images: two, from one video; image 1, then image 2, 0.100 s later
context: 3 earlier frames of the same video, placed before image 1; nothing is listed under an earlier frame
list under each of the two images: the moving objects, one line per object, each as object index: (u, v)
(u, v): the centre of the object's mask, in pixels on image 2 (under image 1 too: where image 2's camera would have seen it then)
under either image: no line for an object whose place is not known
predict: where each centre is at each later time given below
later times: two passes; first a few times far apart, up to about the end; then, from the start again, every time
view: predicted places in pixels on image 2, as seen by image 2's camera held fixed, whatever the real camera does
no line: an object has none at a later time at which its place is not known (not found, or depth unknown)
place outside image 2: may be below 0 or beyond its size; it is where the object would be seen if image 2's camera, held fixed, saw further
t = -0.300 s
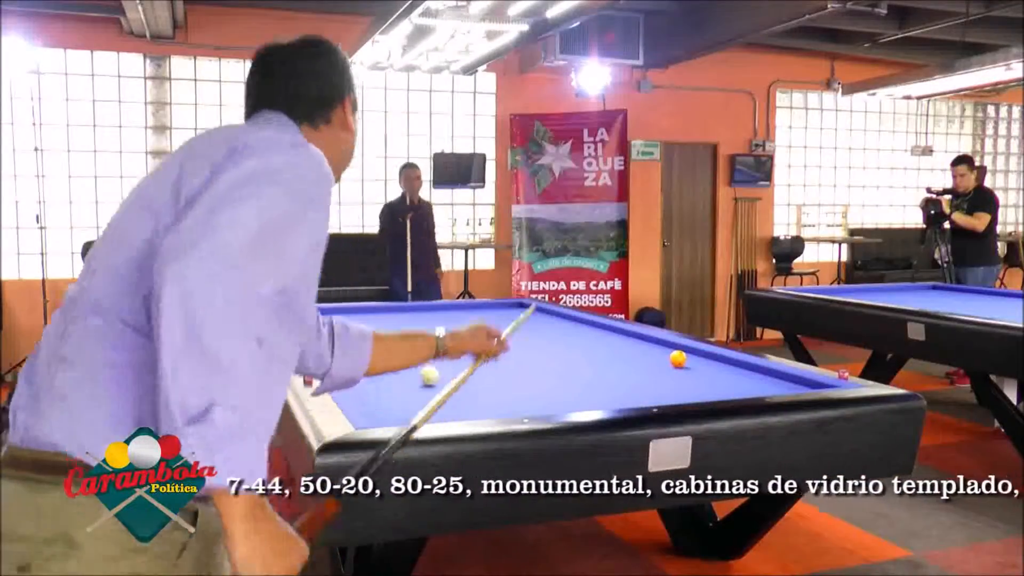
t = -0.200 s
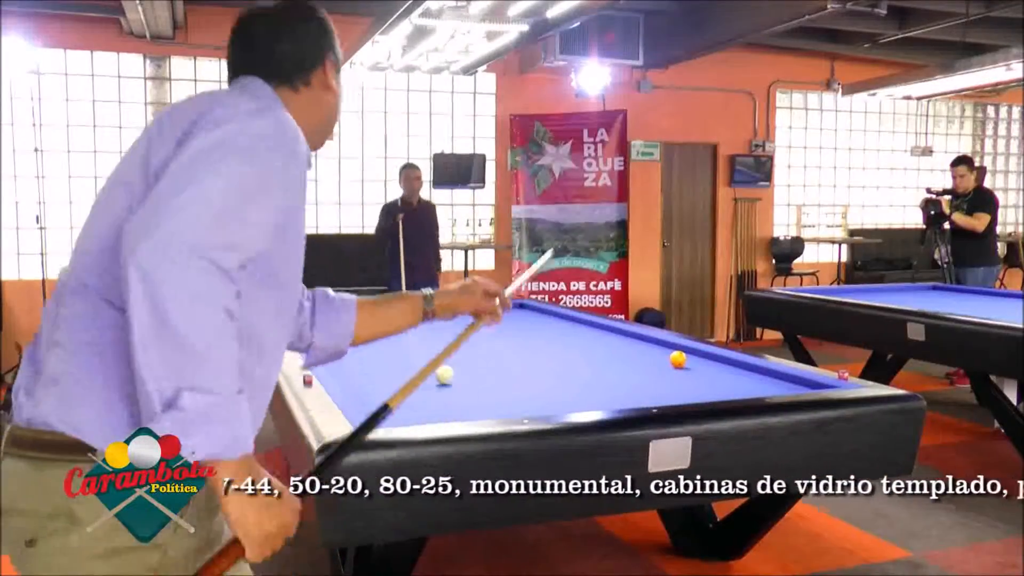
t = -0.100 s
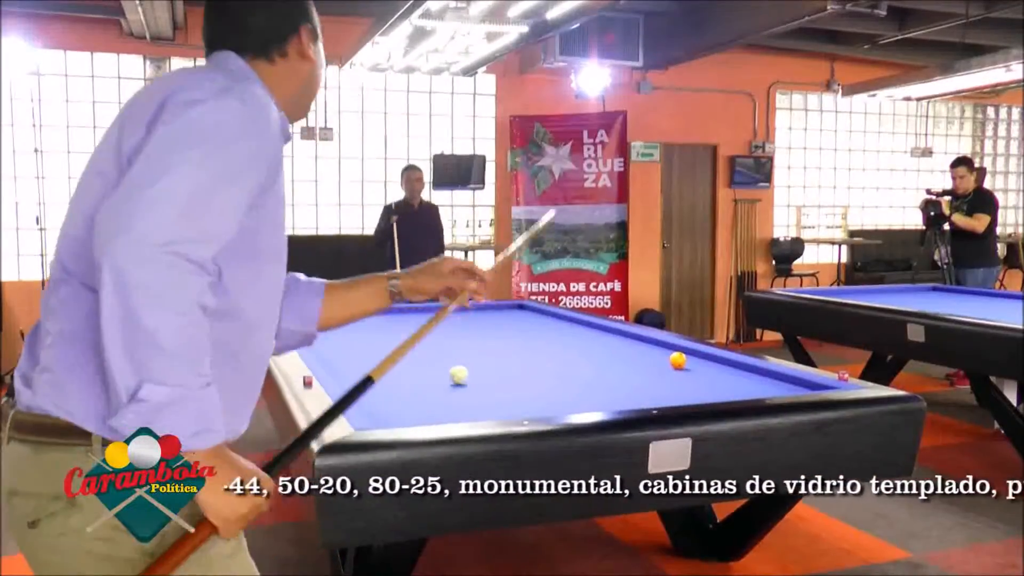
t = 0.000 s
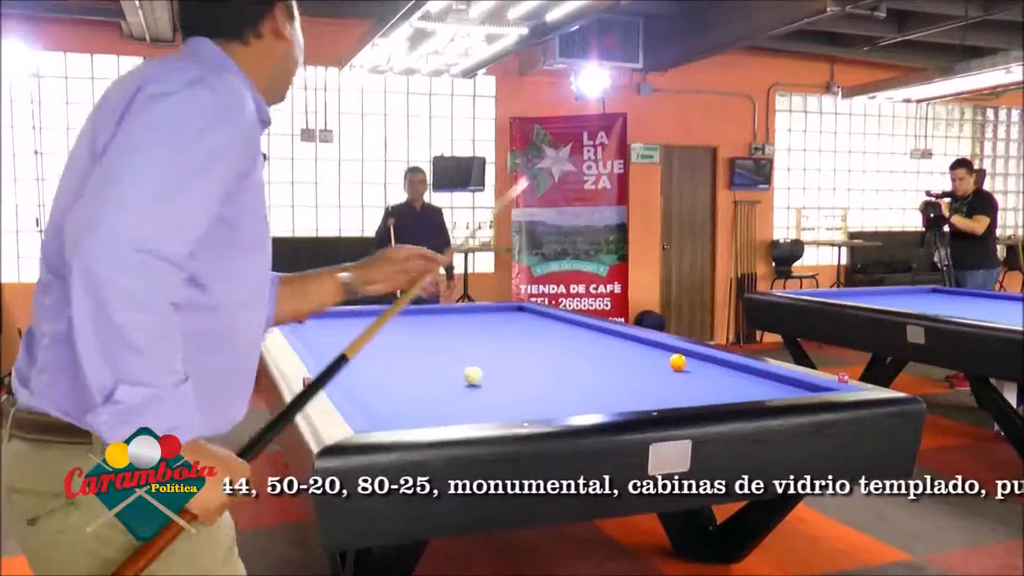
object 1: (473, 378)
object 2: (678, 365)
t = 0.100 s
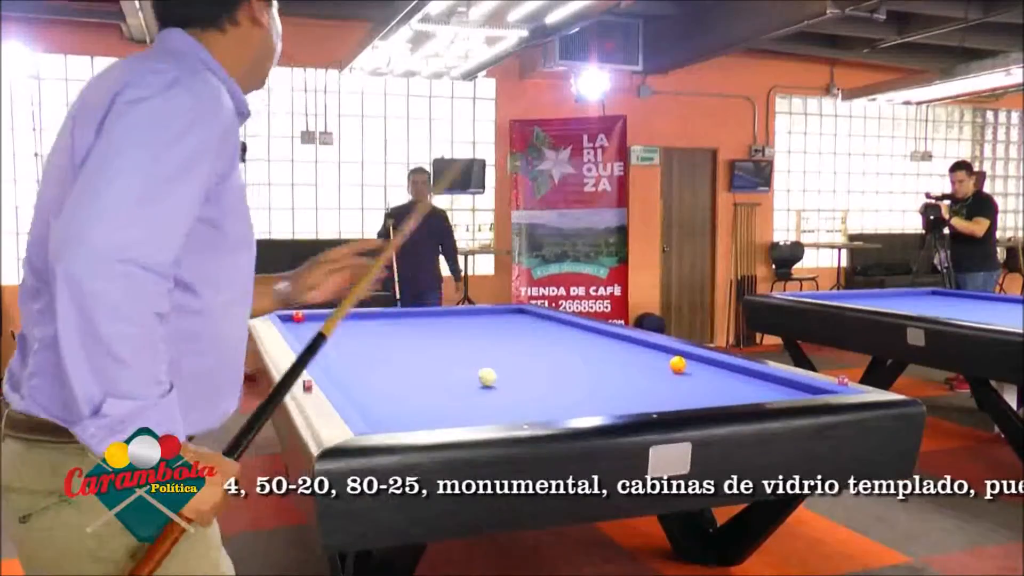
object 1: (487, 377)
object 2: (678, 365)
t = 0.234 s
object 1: (506, 375)
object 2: (678, 364)
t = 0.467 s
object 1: (536, 373)
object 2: (678, 364)
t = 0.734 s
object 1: (570, 371)
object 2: (678, 365)
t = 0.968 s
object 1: (597, 369)
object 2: (678, 365)
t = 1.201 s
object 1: (622, 367)
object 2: (678, 365)
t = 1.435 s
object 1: (646, 365)
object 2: (677, 364)
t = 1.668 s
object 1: (662, 363)
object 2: (683, 365)
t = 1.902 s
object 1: (667, 362)
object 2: (697, 365)
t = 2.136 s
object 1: (673, 359)
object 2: (710, 365)
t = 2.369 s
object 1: (677, 357)
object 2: (722, 365)
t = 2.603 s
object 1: (682, 356)
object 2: (724, 366)
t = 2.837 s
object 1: (685, 355)
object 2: (721, 366)
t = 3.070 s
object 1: (683, 354)
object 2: (718, 367)
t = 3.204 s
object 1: (680, 354)
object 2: (717, 368)
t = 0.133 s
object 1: (492, 376)
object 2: (678, 365)
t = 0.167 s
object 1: (497, 376)
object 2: (678, 365)
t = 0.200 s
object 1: (501, 376)
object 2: (678, 365)
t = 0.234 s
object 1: (506, 375)
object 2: (678, 364)
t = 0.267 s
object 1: (511, 375)
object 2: (678, 364)
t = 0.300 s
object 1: (515, 375)
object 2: (678, 364)
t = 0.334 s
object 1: (519, 374)
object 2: (678, 364)
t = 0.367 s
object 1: (523, 374)
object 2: (678, 364)
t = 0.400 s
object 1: (528, 374)
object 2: (678, 364)
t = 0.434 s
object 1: (532, 373)
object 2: (678, 364)
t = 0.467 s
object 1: (536, 373)
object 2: (678, 364)
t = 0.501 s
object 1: (541, 373)
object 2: (678, 364)
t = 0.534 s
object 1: (545, 373)
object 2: (678, 365)
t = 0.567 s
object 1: (549, 373)
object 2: (678, 364)
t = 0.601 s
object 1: (553, 372)
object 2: (678, 364)
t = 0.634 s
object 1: (558, 372)
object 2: (678, 364)
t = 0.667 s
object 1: (562, 372)
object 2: (678, 364)
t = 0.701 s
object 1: (566, 371)
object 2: (678, 364)
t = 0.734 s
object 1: (570, 371)
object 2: (678, 365)
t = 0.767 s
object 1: (574, 371)
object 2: (678, 365)
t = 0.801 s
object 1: (577, 371)
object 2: (678, 365)
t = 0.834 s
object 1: (581, 370)
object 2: (678, 365)
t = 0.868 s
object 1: (585, 370)
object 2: (678, 365)
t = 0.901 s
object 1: (589, 369)
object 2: (678, 365)
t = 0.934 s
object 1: (593, 369)
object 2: (678, 365)
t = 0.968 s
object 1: (597, 369)
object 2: (678, 365)
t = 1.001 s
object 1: (600, 368)
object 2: (678, 364)
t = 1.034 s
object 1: (604, 368)
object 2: (678, 365)
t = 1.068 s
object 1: (607, 368)
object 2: (678, 365)
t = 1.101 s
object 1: (611, 368)
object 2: (678, 365)
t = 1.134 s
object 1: (615, 367)
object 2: (678, 365)
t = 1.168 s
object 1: (619, 367)
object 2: (678, 365)
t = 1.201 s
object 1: (622, 367)
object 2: (678, 365)
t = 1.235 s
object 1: (625, 366)
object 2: (678, 365)
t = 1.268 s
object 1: (629, 366)
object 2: (678, 365)
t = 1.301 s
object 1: (632, 366)
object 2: (678, 365)
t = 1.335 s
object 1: (636, 366)
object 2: (677, 365)
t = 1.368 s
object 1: (640, 366)
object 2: (677, 365)
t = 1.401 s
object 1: (643, 365)
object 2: (678, 364)
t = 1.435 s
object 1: (646, 365)
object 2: (677, 364)
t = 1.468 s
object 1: (649, 365)
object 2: (678, 365)
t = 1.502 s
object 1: (653, 365)
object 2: (678, 365)
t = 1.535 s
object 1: (656, 364)
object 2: (678, 365)
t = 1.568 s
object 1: (659, 364)
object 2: (678, 365)
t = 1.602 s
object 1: (660, 364)
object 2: (679, 365)
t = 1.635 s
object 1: (661, 364)
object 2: (681, 365)
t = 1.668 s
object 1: (662, 363)
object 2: (683, 365)
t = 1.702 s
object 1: (663, 363)
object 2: (685, 365)
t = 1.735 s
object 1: (663, 363)
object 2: (687, 365)
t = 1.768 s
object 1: (664, 363)
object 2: (689, 365)
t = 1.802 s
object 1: (665, 362)
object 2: (691, 365)
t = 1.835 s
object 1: (666, 362)
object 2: (693, 365)
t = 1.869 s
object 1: (666, 362)
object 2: (695, 365)
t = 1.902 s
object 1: (667, 362)
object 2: (697, 365)
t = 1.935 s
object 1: (668, 361)
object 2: (699, 365)
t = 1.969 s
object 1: (669, 361)
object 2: (701, 365)
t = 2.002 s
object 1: (670, 361)
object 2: (703, 365)
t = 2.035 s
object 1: (671, 360)
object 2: (704, 365)
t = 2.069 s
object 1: (671, 360)
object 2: (706, 365)
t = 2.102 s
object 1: (672, 360)
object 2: (708, 365)
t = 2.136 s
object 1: (673, 359)
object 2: (710, 365)
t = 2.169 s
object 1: (673, 359)
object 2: (712, 365)
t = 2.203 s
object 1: (674, 359)
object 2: (713, 366)
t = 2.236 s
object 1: (674, 358)
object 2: (715, 365)
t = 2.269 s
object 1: (675, 358)
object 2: (716, 366)
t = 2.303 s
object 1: (676, 358)
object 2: (718, 366)
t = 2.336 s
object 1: (677, 358)
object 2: (720, 365)
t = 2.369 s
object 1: (677, 357)
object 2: (722, 365)
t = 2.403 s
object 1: (678, 357)
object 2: (723, 365)
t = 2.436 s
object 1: (679, 357)
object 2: (725, 365)
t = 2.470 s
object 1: (679, 357)
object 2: (726, 365)
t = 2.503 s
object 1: (680, 357)
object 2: (725, 365)
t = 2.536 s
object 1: (680, 357)
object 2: (725, 366)
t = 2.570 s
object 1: (681, 356)
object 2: (725, 366)
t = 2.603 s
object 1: (682, 356)
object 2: (724, 366)
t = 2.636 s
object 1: (682, 356)
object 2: (724, 366)
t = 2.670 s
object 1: (683, 356)
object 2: (723, 366)
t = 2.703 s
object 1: (683, 355)
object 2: (723, 366)
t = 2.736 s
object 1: (684, 355)
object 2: (723, 366)
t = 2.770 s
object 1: (684, 355)
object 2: (722, 366)
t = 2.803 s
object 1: (684, 355)
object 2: (722, 366)
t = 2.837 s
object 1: (685, 355)
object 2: (721, 366)
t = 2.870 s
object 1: (686, 355)
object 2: (721, 366)
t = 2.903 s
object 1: (686, 354)
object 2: (720, 366)
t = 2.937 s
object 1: (686, 354)
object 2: (720, 366)
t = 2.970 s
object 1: (685, 354)
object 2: (720, 366)
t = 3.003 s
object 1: (685, 354)
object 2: (719, 366)
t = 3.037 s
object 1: (684, 354)
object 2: (719, 367)
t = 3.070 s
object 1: (683, 354)
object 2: (718, 367)
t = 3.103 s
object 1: (682, 354)
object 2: (718, 367)
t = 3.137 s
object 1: (681, 354)
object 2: (718, 368)
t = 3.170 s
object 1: (681, 354)
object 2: (717, 368)
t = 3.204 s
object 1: (680, 354)
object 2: (717, 368)
